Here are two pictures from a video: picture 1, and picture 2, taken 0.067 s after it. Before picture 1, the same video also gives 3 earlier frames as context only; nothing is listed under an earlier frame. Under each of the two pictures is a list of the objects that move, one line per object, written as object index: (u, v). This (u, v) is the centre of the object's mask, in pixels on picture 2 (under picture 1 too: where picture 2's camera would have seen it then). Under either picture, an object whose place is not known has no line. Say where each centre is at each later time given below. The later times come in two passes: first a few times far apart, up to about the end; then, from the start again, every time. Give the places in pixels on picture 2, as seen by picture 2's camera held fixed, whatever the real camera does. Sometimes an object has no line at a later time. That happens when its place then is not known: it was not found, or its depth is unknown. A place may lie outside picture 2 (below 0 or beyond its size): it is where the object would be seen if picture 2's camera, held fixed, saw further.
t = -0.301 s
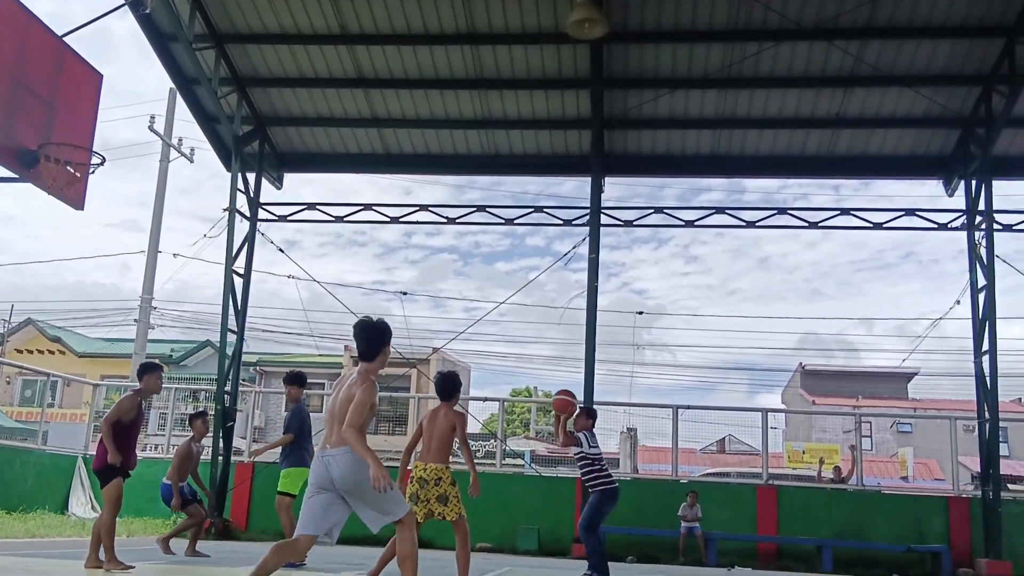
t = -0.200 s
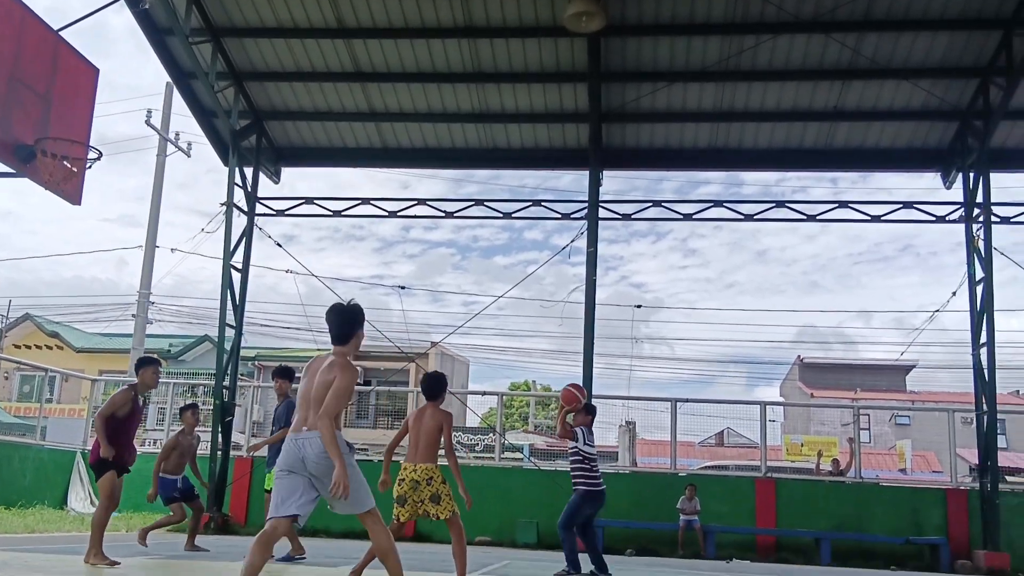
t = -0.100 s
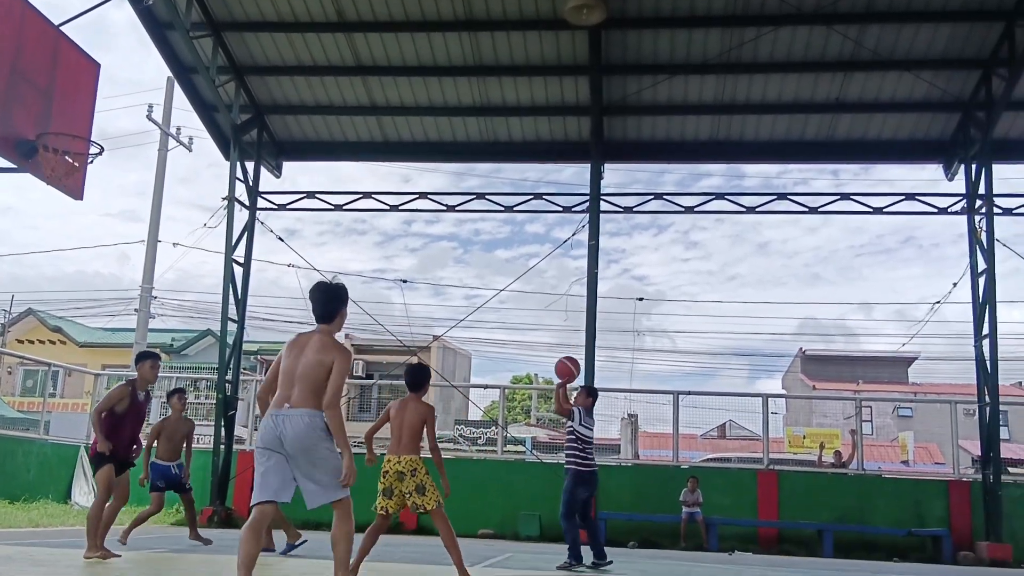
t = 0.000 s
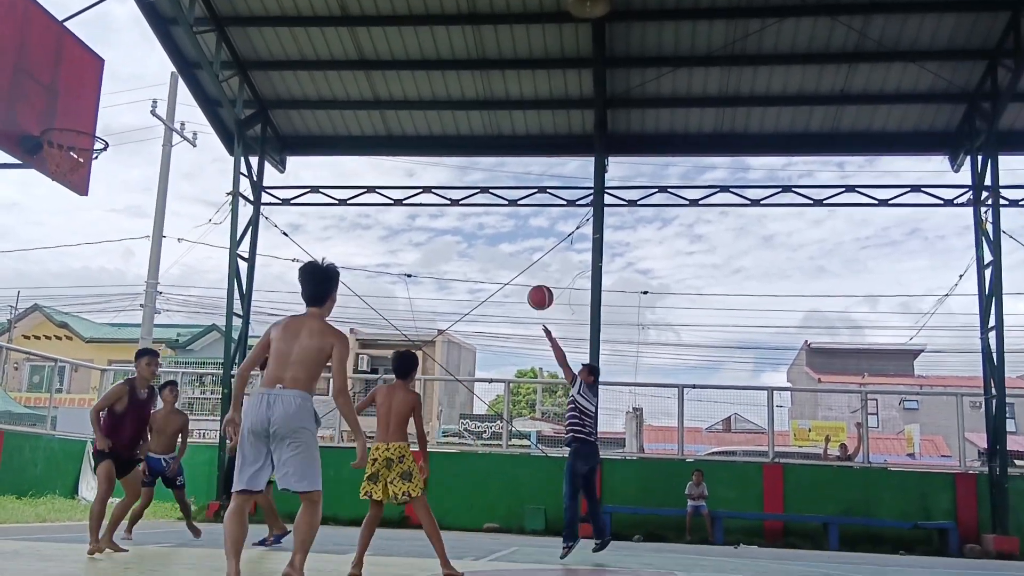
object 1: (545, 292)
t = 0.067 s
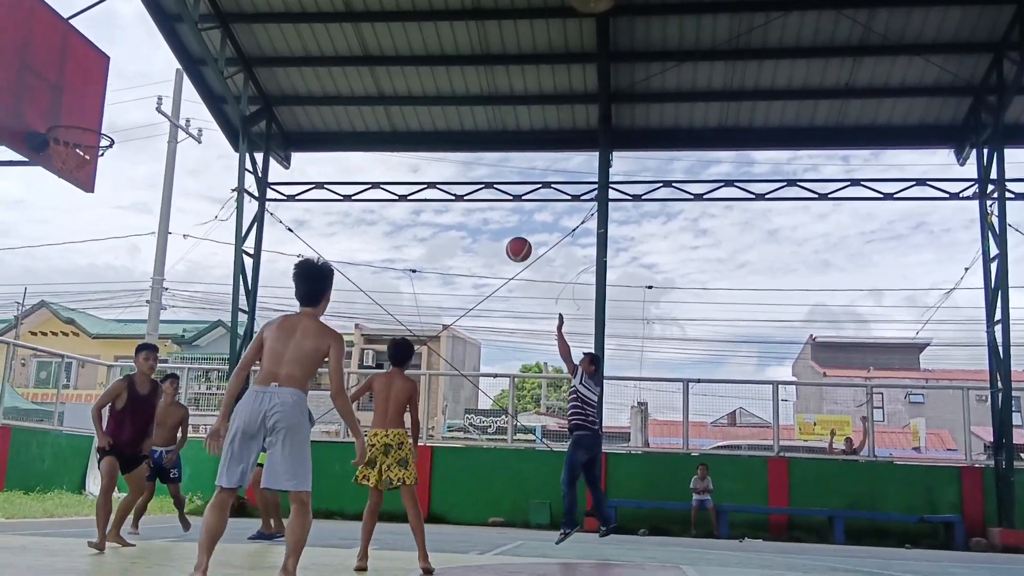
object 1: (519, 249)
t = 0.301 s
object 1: (424, 133)
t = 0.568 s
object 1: (302, 60)
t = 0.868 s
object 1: (141, 66)
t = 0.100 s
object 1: (506, 230)
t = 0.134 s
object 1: (492, 211)
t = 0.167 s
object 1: (479, 194)
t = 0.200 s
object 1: (465, 177)
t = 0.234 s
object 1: (452, 161)
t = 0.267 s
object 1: (438, 146)
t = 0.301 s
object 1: (424, 133)
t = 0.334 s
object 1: (409, 120)
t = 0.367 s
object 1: (394, 109)
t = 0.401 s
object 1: (379, 98)
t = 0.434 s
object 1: (365, 89)
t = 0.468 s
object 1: (349, 80)
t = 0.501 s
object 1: (334, 73)
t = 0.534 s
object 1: (318, 66)
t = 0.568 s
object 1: (302, 60)
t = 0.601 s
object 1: (286, 56)
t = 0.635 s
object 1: (269, 53)
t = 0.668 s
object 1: (252, 51)
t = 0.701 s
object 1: (234, 51)
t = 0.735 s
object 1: (216, 51)
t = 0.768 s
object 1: (199, 53)
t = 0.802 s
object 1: (180, 56)
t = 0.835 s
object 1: (161, 61)
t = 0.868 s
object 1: (141, 66)
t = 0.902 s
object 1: (121, 73)
